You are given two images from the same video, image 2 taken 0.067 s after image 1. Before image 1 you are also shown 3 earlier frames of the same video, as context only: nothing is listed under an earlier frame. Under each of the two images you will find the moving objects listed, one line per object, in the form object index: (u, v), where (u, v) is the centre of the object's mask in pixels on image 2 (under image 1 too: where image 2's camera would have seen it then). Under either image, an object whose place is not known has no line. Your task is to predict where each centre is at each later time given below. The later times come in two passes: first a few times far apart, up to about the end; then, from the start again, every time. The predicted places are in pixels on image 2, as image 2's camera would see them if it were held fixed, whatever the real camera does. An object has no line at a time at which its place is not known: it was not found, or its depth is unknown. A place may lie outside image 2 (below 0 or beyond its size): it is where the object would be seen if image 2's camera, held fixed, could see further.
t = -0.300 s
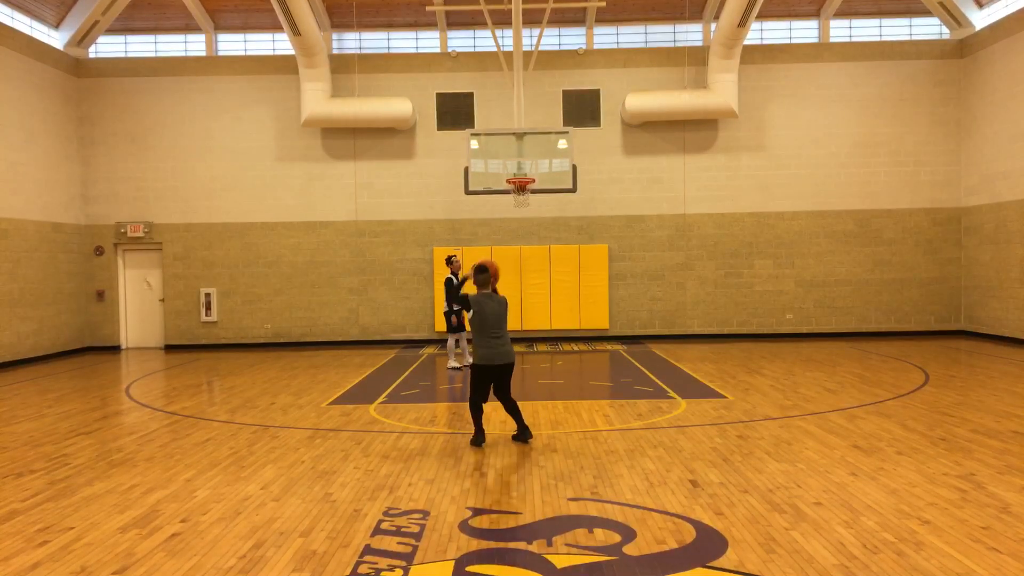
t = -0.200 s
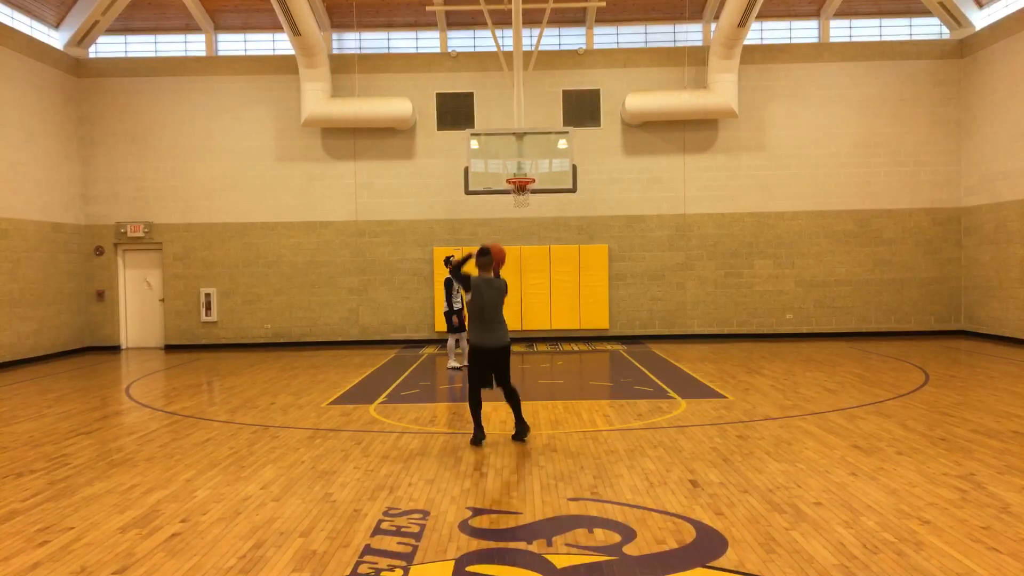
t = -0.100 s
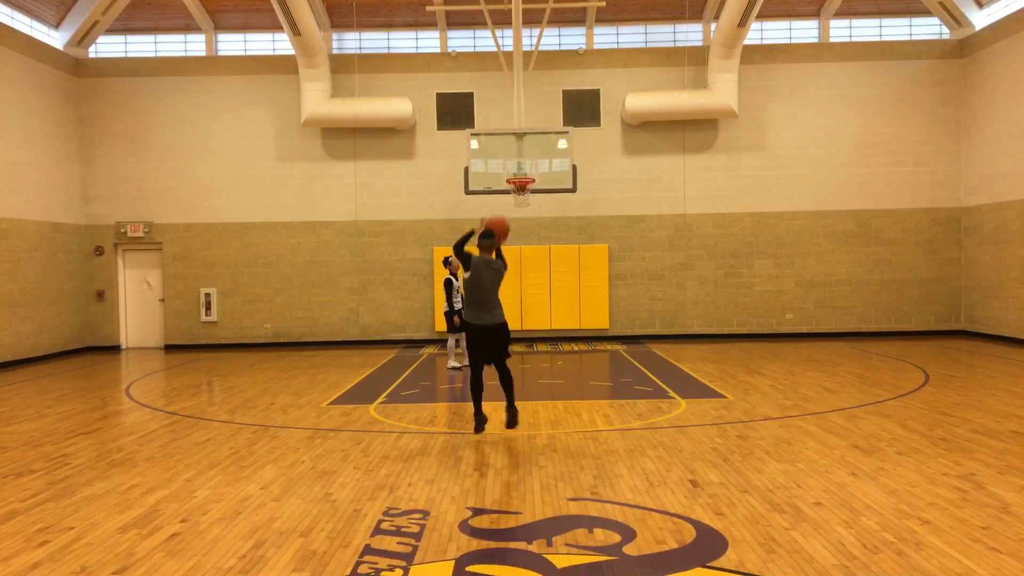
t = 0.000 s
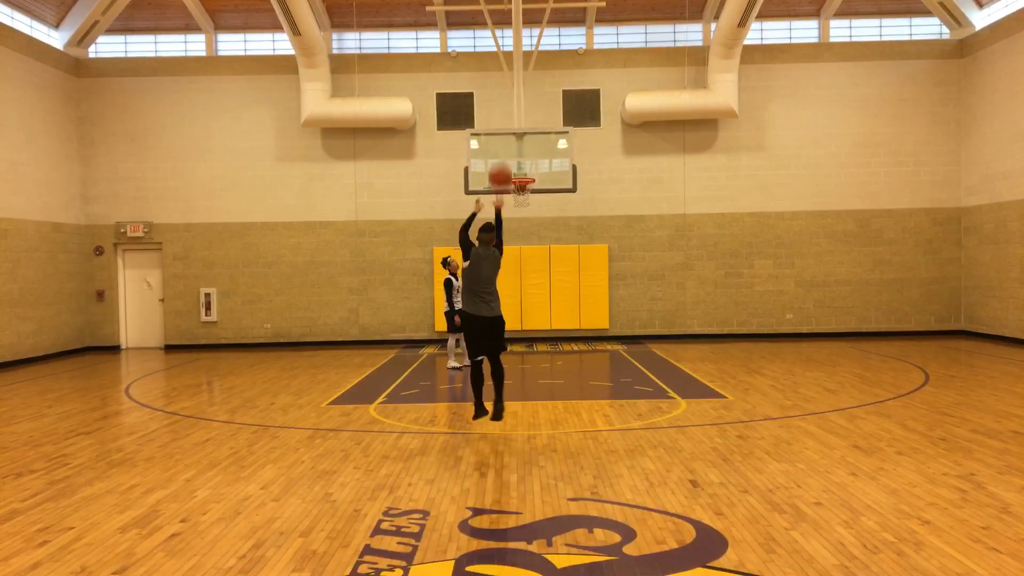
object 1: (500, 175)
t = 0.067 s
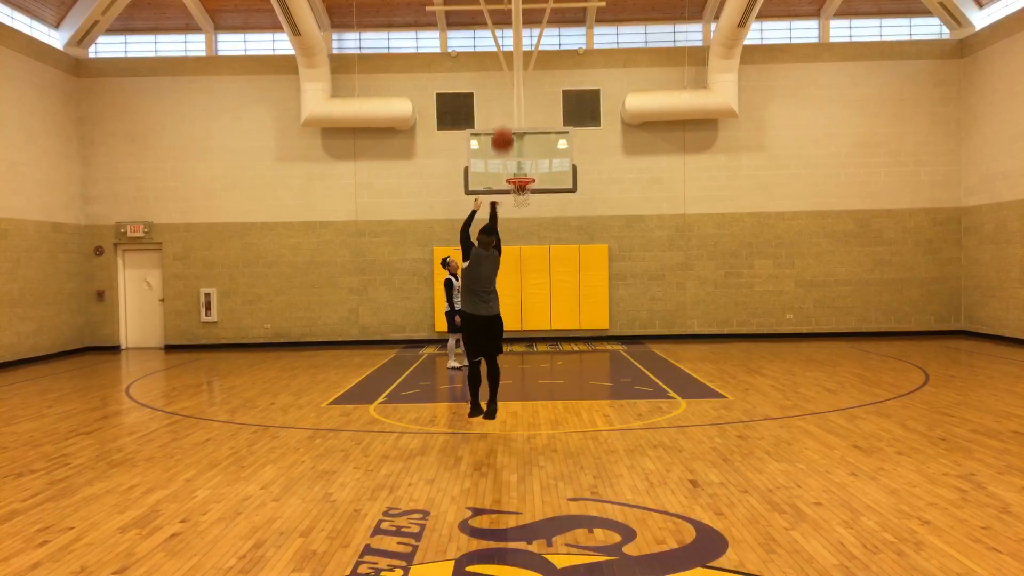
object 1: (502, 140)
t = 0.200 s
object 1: (506, 86)
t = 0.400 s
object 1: (513, 43)
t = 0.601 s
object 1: (519, 37)
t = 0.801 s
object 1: (525, 60)
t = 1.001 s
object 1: (530, 104)
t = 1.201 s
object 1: (536, 165)
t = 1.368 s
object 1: (562, 159)
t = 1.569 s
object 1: (591, 148)
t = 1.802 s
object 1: (624, 162)
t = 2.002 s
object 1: (653, 201)
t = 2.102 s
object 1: (668, 230)
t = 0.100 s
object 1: (503, 123)
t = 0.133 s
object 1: (504, 110)
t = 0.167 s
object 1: (505, 97)
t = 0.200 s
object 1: (506, 86)
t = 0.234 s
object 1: (507, 76)
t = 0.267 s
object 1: (508, 67)
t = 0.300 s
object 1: (509, 60)
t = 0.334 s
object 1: (511, 53)
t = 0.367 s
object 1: (512, 48)
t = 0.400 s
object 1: (513, 43)
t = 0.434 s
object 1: (514, 40)
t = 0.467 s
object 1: (515, 38)
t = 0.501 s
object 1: (516, 36)
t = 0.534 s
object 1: (517, 36)
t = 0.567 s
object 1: (518, 36)
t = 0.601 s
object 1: (519, 37)
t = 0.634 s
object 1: (520, 39)
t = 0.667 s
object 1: (521, 42)
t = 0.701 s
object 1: (522, 46)
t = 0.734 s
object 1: (523, 50)
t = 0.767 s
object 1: (524, 54)
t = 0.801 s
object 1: (525, 60)
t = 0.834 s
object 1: (526, 65)
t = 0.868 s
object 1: (527, 73)
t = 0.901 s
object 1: (528, 79)
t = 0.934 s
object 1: (529, 87)
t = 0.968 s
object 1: (530, 95)
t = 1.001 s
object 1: (530, 104)
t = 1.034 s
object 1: (531, 113)
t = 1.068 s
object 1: (532, 122)
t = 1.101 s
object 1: (534, 132)
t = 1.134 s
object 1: (534, 143)
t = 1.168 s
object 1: (535, 154)
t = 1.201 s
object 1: (536, 165)
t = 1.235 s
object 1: (537, 173)
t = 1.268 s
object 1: (544, 169)
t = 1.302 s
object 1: (549, 165)
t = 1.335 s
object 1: (556, 162)
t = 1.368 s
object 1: (562, 159)
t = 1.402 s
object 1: (568, 157)
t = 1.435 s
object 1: (573, 155)
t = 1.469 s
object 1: (578, 152)
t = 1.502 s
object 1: (582, 150)
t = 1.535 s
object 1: (587, 149)
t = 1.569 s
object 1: (591, 148)
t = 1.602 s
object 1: (596, 148)
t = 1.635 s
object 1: (600, 149)
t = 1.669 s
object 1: (605, 150)
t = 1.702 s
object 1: (610, 152)
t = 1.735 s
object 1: (614, 155)
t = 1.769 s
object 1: (619, 158)
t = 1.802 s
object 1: (624, 162)
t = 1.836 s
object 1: (629, 167)
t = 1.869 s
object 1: (633, 172)
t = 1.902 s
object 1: (638, 178)
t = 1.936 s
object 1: (643, 185)
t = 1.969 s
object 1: (648, 193)
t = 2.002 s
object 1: (653, 201)
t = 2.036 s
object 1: (658, 210)
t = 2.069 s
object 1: (663, 220)
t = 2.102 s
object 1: (668, 230)
